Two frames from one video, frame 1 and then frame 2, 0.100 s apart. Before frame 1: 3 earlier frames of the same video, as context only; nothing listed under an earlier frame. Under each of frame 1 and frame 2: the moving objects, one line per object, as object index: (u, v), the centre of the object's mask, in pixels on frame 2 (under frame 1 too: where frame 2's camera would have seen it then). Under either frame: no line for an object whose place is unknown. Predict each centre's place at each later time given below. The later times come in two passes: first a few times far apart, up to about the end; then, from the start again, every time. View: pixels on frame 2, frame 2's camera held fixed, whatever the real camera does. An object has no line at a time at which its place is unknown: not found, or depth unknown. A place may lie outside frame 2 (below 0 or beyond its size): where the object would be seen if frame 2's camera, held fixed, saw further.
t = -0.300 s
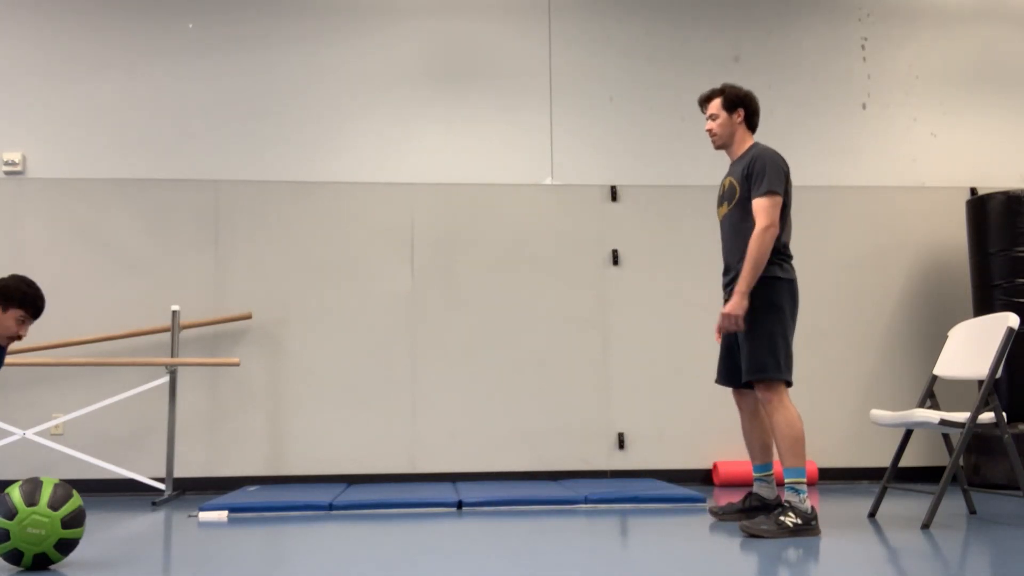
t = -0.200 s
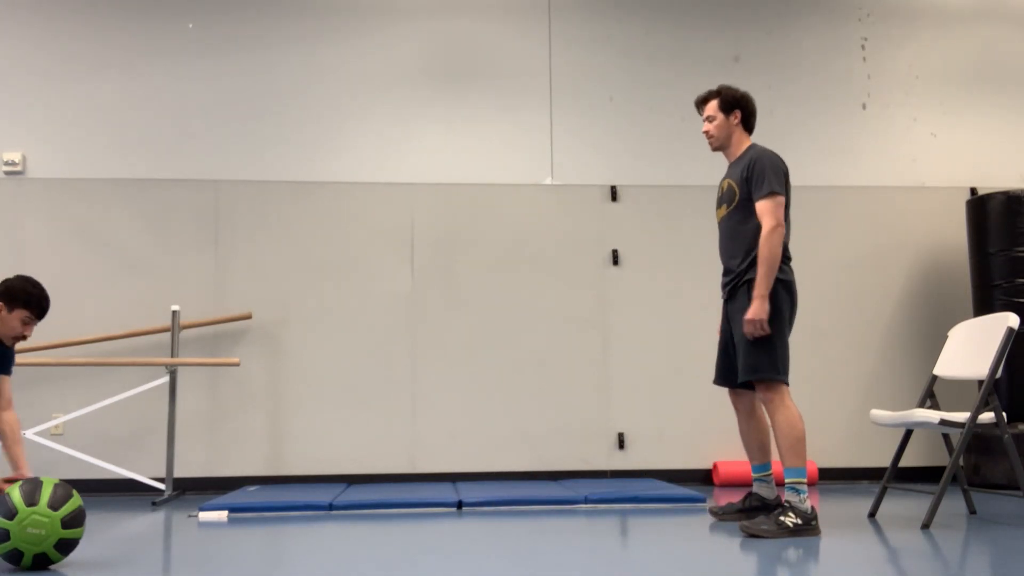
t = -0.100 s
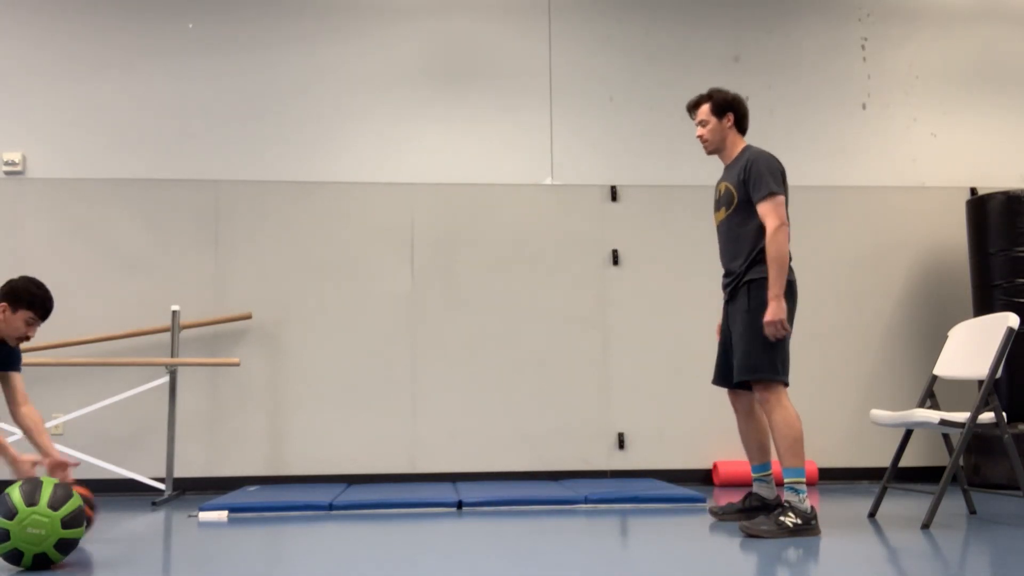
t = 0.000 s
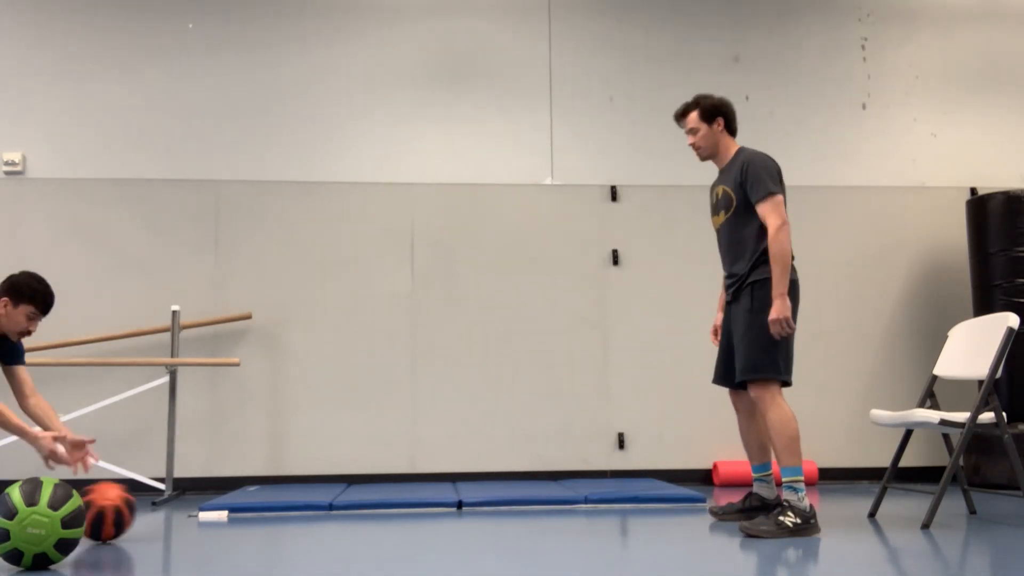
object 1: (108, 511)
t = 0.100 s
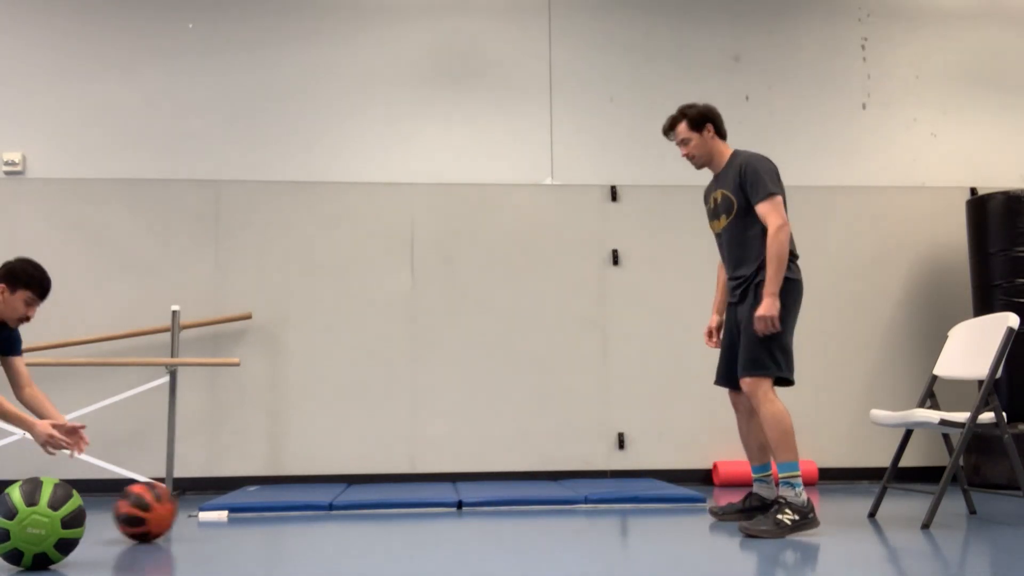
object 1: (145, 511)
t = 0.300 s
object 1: (225, 509)
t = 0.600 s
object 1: (345, 507)
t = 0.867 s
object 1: (445, 506)
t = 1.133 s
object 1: (546, 504)
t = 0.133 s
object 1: (159, 511)
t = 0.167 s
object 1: (172, 510)
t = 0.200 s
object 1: (186, 510)
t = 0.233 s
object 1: (199, 510)
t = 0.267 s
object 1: (212, 510)
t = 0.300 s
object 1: (225, 509)
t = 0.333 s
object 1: (238, 509)
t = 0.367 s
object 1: (251, 509)
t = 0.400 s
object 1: (265, 509)
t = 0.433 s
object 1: (278, 509)
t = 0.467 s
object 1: (292, 509)
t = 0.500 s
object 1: (305, 509)
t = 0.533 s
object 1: (319, 508)
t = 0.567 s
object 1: (331, 508)
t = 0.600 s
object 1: (345, 507)
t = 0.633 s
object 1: (358, 507)
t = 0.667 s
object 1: (371, 507)
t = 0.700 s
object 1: (383, 507)
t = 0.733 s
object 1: (396, 507)
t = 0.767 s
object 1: (408, 506)
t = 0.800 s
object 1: (421, 506)
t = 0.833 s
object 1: (433, 506)
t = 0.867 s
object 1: (445, 506)
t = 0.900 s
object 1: (458, 506)
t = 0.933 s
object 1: (471, 506)
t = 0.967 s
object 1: (483, 505)
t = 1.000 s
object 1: (496, 505)
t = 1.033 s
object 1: (508, 505)
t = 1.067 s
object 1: (521, 505)
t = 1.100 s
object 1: (533, 504)
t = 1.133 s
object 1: (546, 504)
